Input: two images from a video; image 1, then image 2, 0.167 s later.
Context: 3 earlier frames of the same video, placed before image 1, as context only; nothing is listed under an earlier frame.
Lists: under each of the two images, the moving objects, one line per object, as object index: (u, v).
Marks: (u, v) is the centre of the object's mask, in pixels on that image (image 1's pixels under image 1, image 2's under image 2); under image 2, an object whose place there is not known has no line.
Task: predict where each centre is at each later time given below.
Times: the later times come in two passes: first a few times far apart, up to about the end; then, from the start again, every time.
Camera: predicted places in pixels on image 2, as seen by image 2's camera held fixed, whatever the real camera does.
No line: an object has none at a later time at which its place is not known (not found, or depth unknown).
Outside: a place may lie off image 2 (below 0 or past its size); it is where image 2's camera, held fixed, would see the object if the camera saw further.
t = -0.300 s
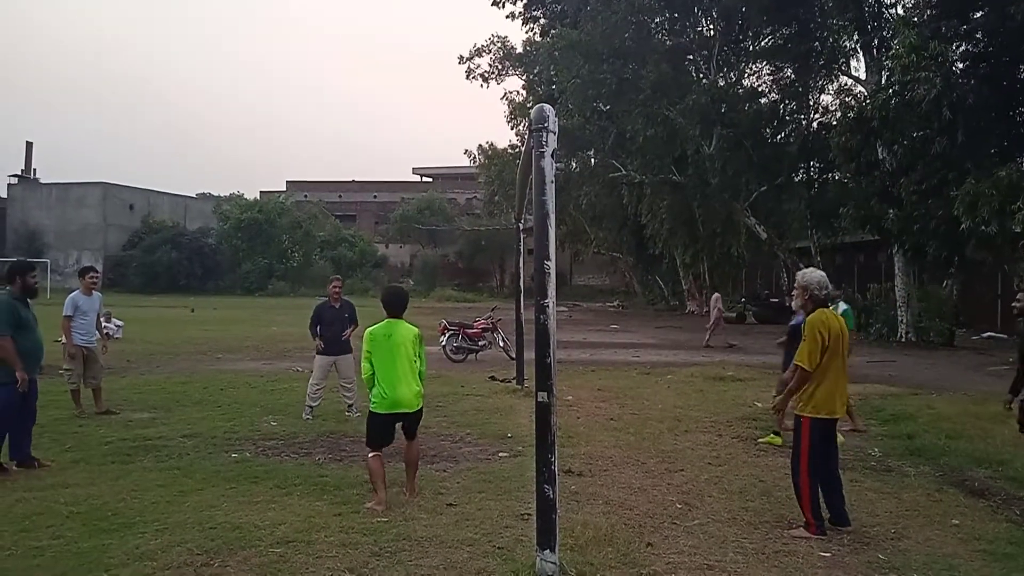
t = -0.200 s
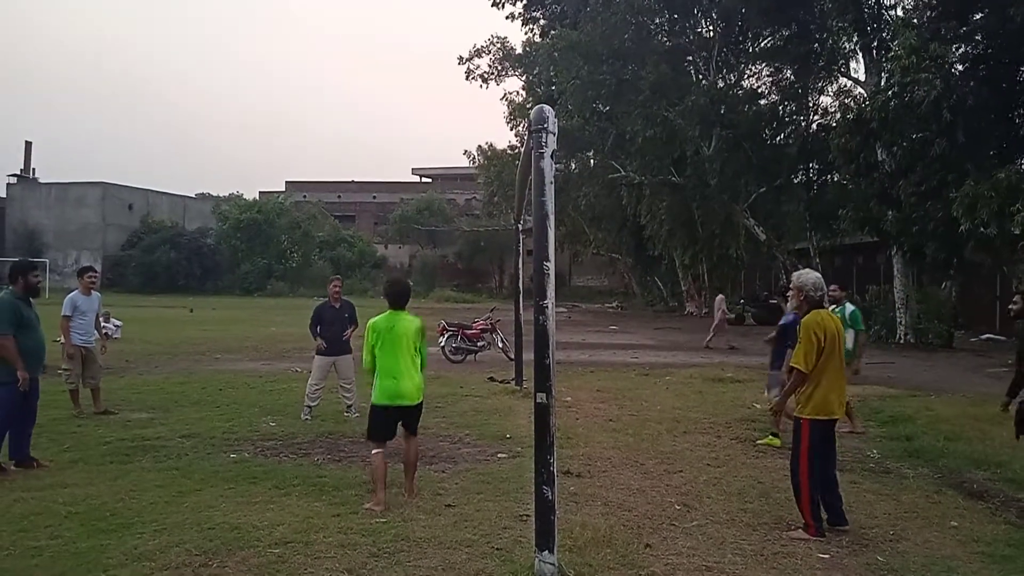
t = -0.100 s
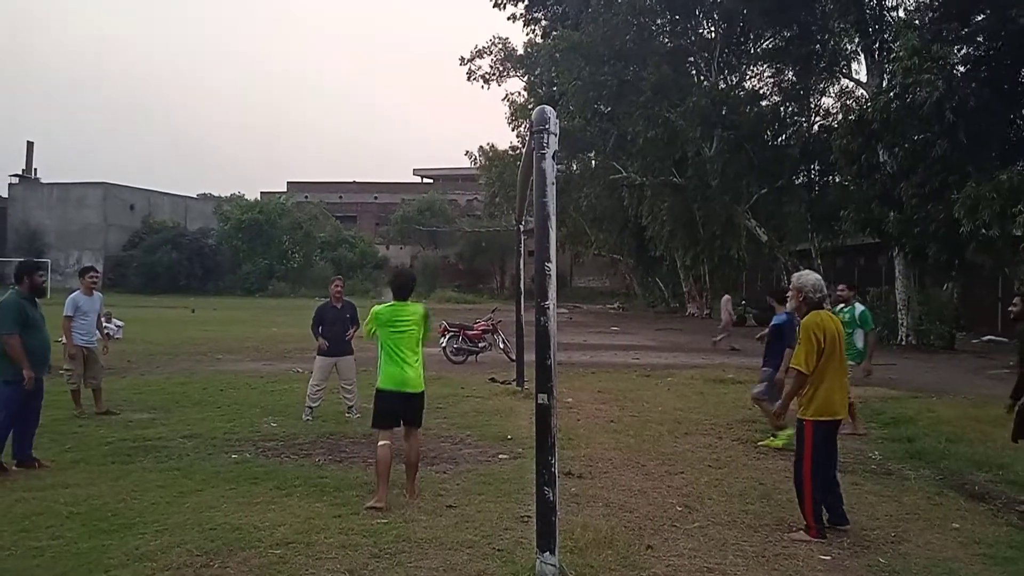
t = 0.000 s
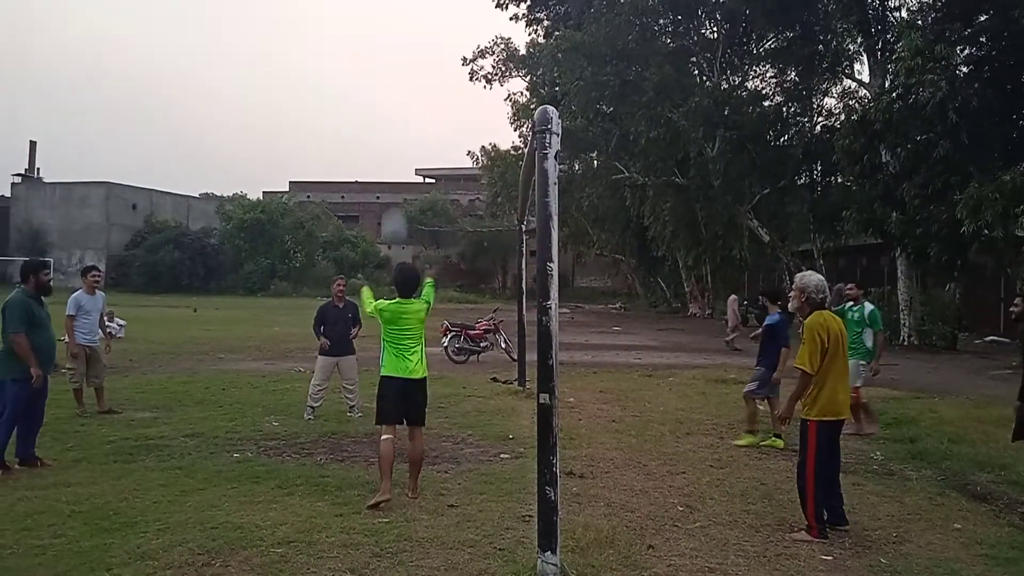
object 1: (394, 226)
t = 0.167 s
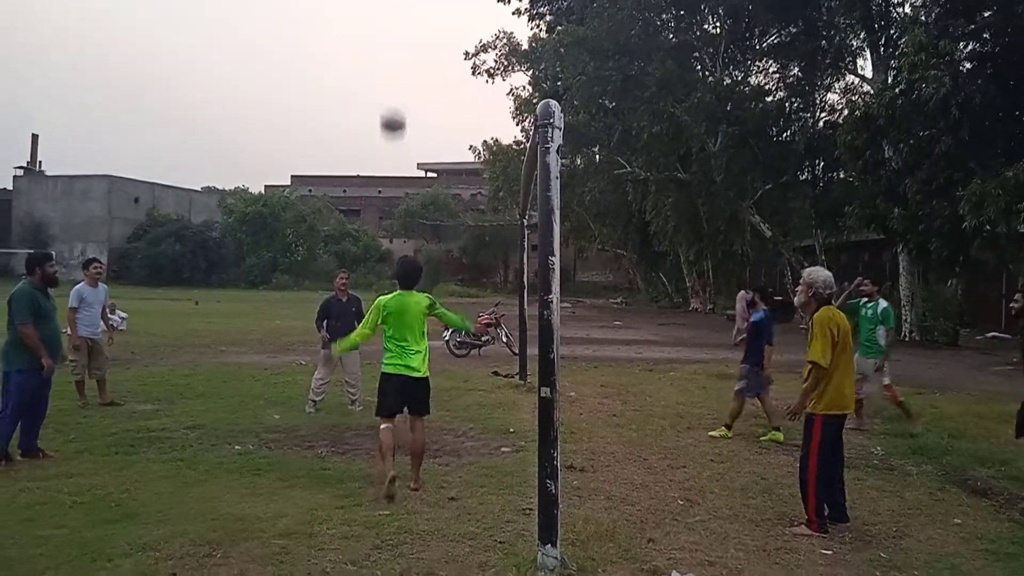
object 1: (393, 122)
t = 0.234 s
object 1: (392, 93)
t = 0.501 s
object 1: (386, 31)
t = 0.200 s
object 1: (392, 107)
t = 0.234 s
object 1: (392, 93)
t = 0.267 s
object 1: (391, 81)
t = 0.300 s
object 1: (390, 70)
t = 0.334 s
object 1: (390, 60)
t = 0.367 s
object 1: (389, 52)
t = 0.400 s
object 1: (389, 45)
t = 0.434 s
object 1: (388, 39)
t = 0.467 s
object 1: (387, 35)
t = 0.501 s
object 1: (386, 31)
